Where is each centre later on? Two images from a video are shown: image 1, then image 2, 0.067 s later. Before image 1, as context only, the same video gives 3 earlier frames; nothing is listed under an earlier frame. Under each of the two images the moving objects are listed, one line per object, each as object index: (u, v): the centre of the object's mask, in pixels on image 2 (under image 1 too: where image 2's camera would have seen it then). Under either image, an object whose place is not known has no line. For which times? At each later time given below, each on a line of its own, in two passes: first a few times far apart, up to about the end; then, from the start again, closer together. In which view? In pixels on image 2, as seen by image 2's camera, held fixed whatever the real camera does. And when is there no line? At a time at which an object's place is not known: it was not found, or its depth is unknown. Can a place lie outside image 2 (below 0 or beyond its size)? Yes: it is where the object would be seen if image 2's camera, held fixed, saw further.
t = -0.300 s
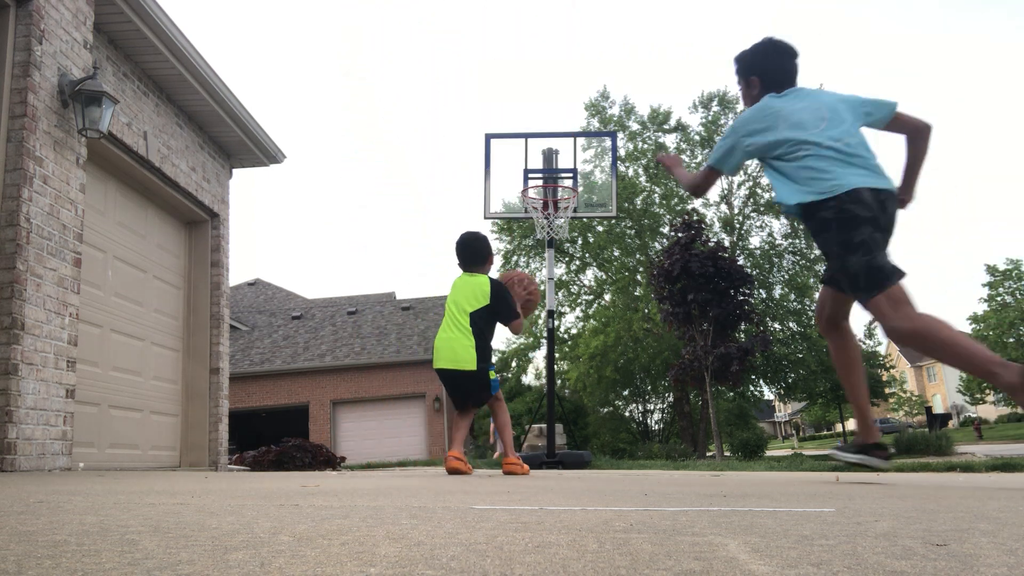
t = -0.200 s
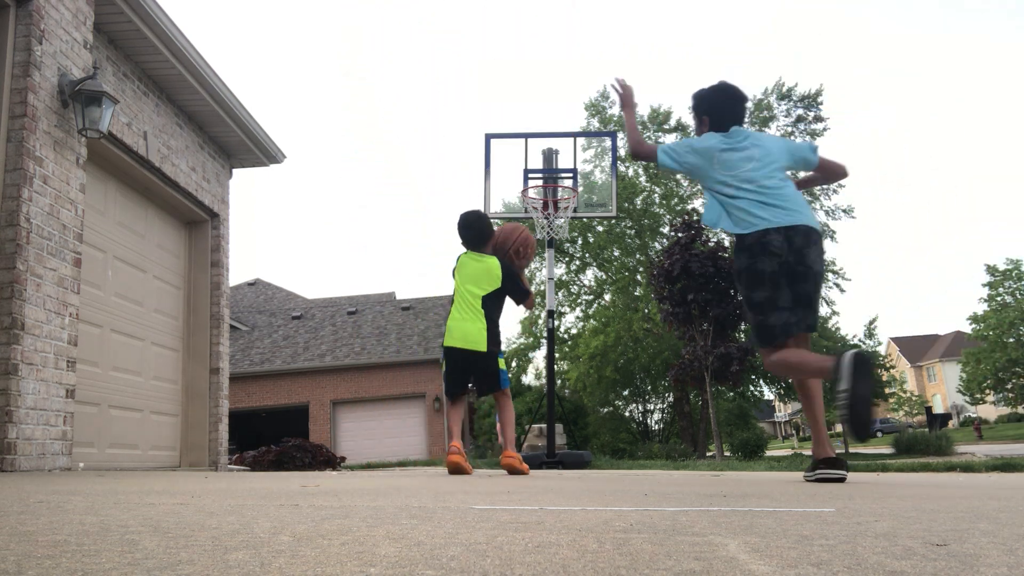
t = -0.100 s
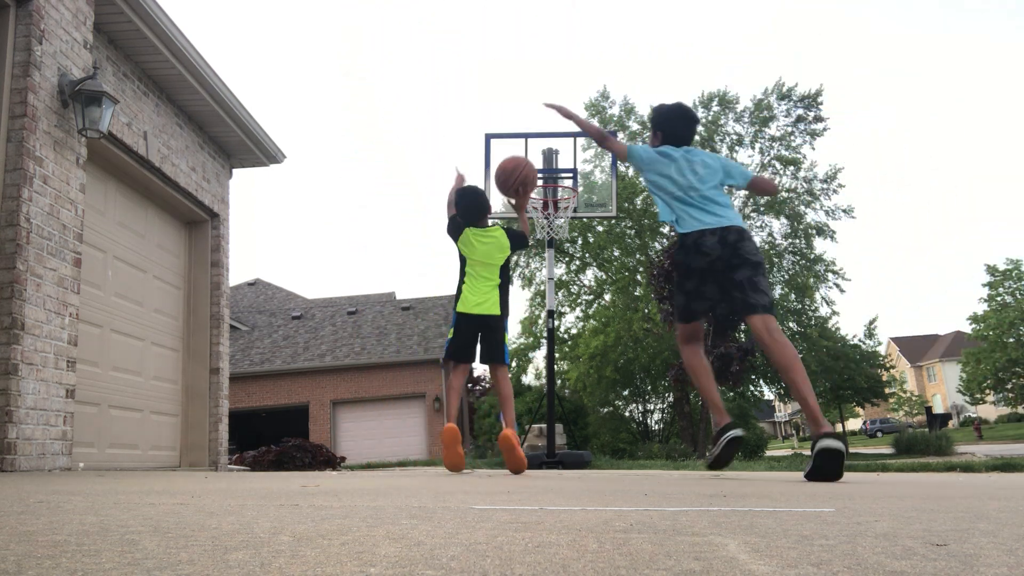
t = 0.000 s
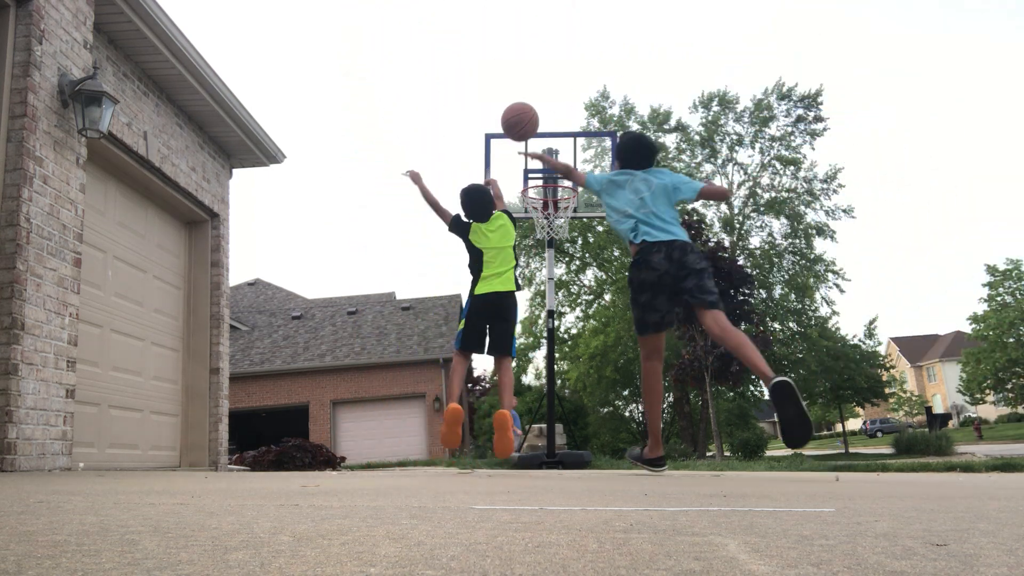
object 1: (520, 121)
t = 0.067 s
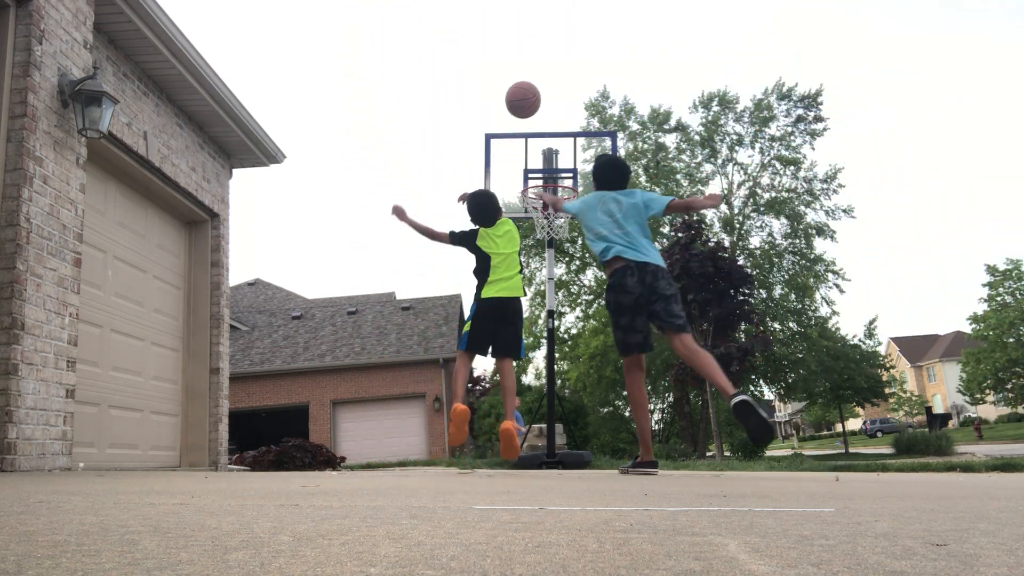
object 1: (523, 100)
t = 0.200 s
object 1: (529, 82)
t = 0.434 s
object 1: (540, 106)
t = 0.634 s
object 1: (550, 165)
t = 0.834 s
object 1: (559, 169)
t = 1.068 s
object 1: (573, 175)
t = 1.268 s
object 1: (588, 189)
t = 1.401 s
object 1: (601, 223)
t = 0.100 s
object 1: (524, 92)
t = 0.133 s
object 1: (526, 87)
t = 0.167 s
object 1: (527, 83)
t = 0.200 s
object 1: (529, 82)
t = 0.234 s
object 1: (530, 81)
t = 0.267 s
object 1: (532, 82)
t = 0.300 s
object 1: (533, 85)
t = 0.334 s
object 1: (535, 89)
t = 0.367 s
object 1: (536, 93)
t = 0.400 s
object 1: (538, 99)
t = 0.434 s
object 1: (540, 106)
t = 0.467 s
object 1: (541, 114)
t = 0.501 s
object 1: (543, 123)
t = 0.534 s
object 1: (545, 132)
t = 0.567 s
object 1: (546, 143)
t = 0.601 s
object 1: (548, 154)
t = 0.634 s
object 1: (550, 165)
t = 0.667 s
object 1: (552, 176)
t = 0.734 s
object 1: (555, 178)
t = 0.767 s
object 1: (556, 175)
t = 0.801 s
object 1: (557, 171)
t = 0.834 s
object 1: (559, 169)
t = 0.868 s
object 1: (561, 166)
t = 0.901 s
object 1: (562, 166)
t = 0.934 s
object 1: (564, 166)
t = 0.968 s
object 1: (566, 167)
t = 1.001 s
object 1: (568, 170)
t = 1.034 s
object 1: (571, 173)
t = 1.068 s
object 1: (573, 175)
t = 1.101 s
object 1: (575, 175)
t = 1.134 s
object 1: (577, 175)
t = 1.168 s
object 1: (580, 177)
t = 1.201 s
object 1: (583, 180)
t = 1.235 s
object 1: (585, 183)
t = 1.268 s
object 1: (588, 189)
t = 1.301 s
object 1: (592, 196)
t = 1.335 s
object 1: (595, 203)
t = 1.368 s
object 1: (598, 212)
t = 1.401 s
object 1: (601, 223)
